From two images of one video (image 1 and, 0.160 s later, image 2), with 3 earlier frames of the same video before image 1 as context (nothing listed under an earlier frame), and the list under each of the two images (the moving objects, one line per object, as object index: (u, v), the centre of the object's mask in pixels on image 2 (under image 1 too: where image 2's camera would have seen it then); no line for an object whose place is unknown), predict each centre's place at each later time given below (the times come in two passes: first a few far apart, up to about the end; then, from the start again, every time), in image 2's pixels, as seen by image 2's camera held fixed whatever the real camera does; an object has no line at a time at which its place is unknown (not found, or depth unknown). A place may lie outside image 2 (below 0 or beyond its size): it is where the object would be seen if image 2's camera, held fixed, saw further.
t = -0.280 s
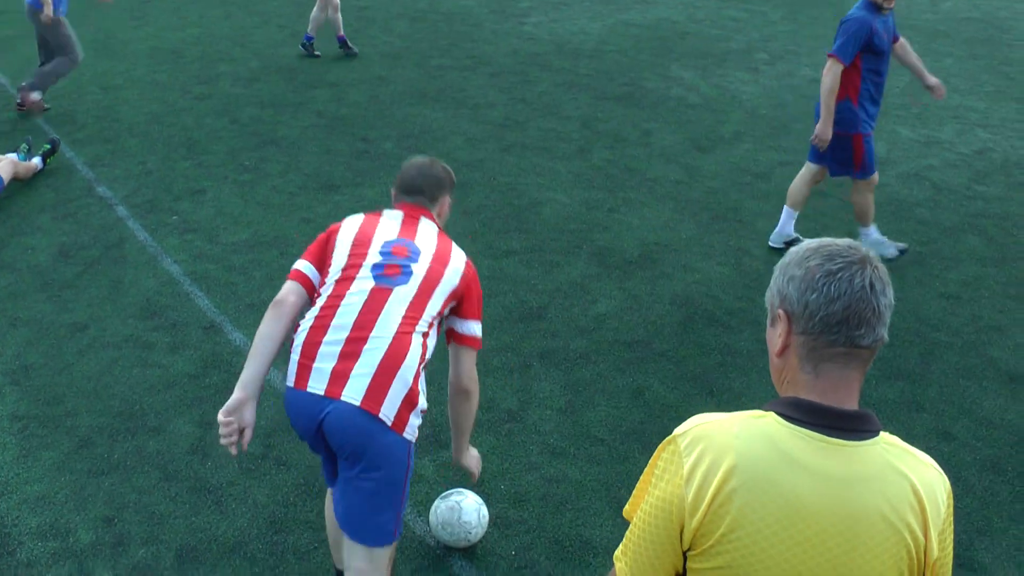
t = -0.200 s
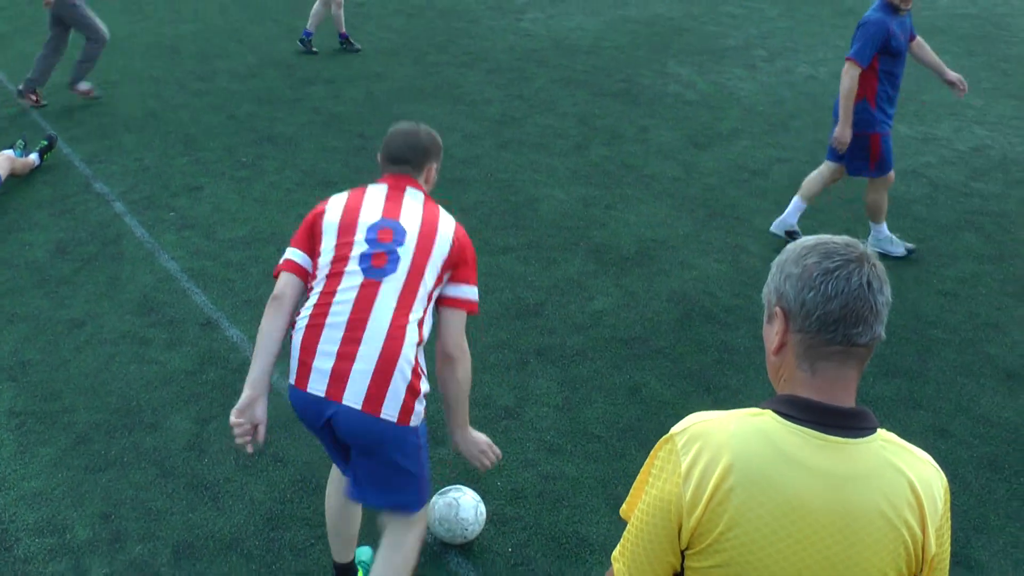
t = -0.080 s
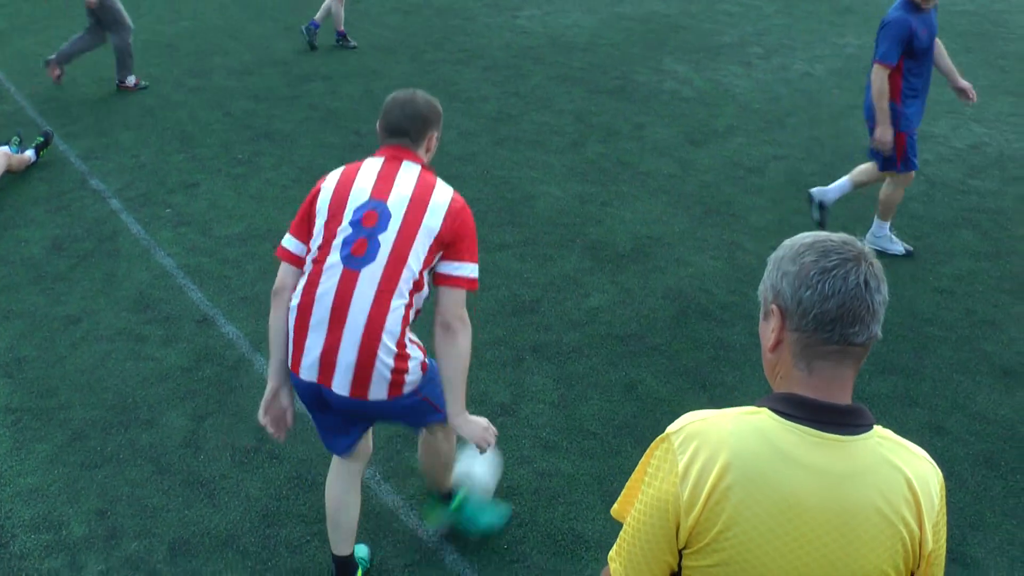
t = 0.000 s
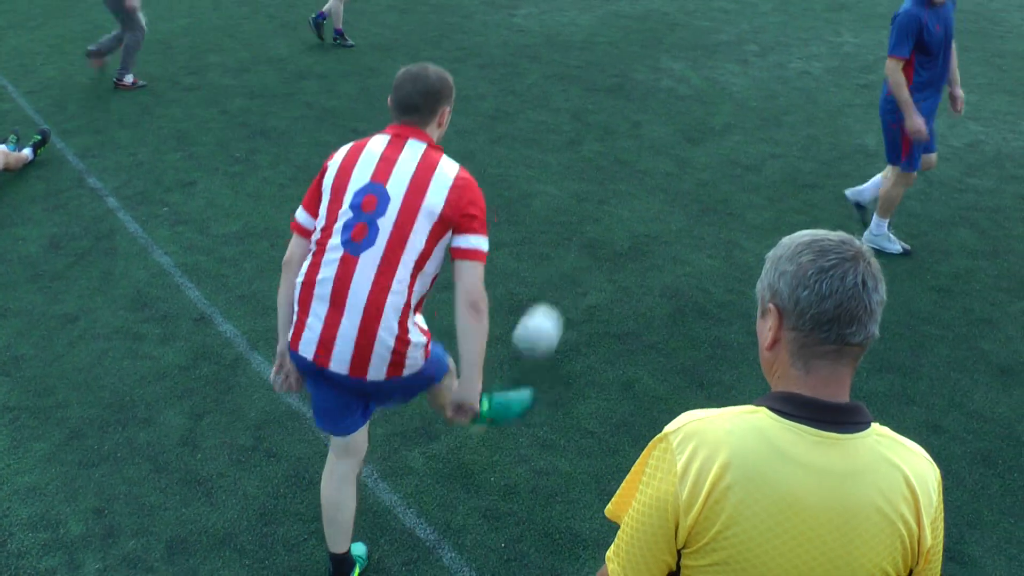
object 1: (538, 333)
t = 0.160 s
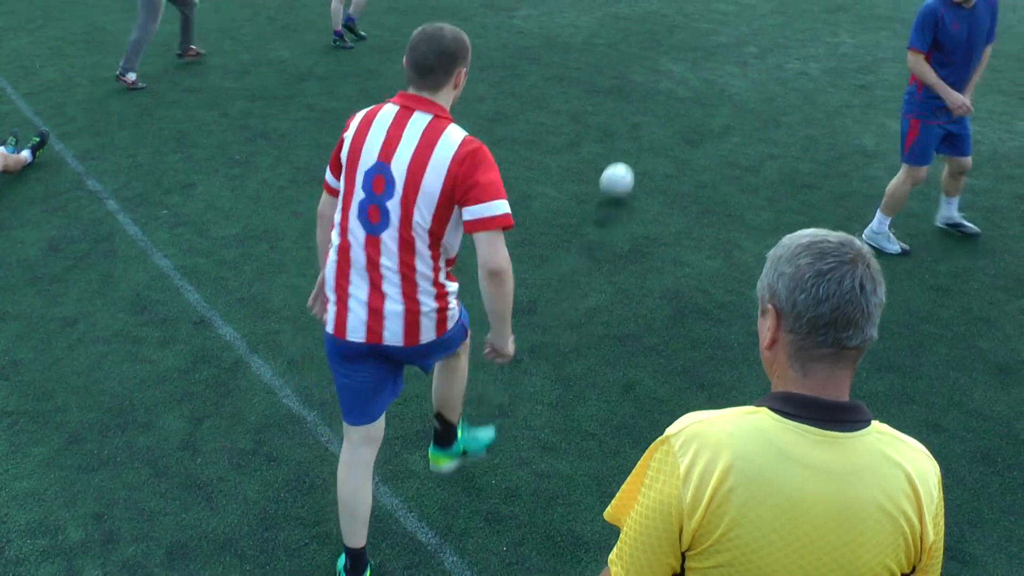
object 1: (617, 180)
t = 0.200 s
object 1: (629, 155)
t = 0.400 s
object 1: (670, 71)
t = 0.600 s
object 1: (692, 22)
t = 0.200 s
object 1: (629, 155)
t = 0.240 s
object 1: (639, 133)
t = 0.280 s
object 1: (648, 116)
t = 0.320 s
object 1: (657, 99)
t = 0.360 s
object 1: (664, 83)
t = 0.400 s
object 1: (670, 71)
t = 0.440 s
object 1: (676, 59)
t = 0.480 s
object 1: (680, 47)
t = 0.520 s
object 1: (685, 38)
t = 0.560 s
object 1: (688, 30)
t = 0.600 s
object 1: (692, 22)
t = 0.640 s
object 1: (695, 14)
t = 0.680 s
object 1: (698, 7)
